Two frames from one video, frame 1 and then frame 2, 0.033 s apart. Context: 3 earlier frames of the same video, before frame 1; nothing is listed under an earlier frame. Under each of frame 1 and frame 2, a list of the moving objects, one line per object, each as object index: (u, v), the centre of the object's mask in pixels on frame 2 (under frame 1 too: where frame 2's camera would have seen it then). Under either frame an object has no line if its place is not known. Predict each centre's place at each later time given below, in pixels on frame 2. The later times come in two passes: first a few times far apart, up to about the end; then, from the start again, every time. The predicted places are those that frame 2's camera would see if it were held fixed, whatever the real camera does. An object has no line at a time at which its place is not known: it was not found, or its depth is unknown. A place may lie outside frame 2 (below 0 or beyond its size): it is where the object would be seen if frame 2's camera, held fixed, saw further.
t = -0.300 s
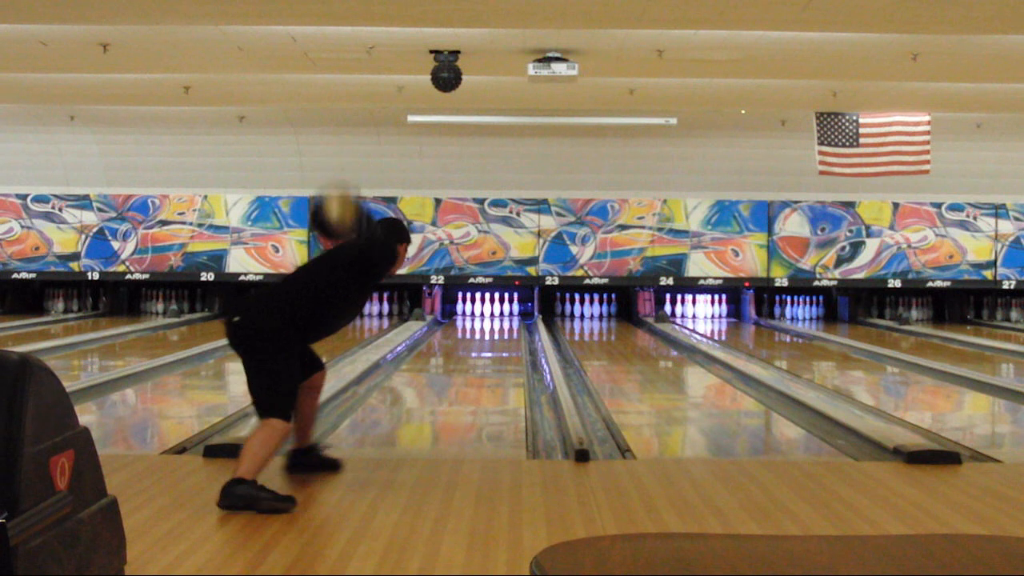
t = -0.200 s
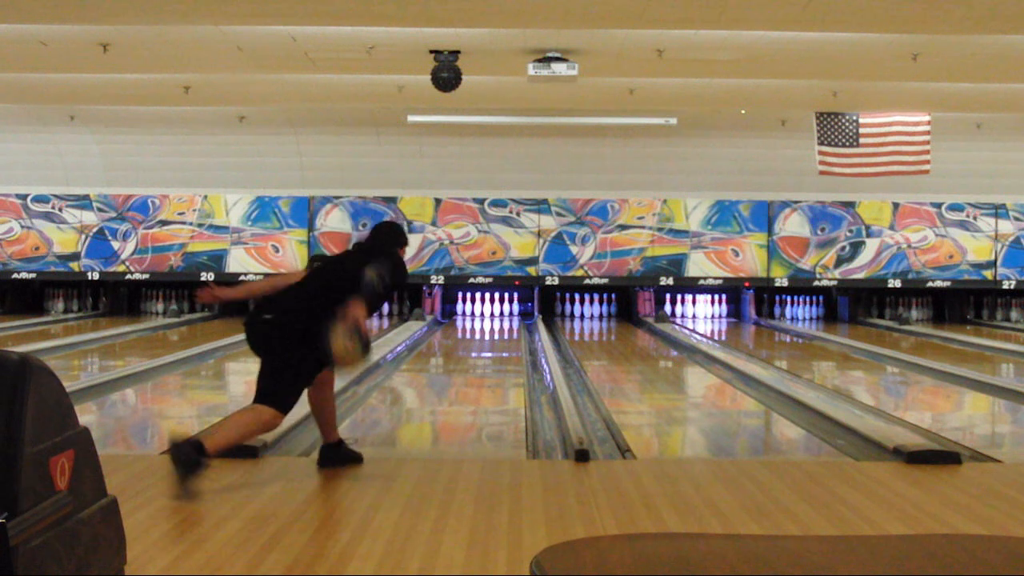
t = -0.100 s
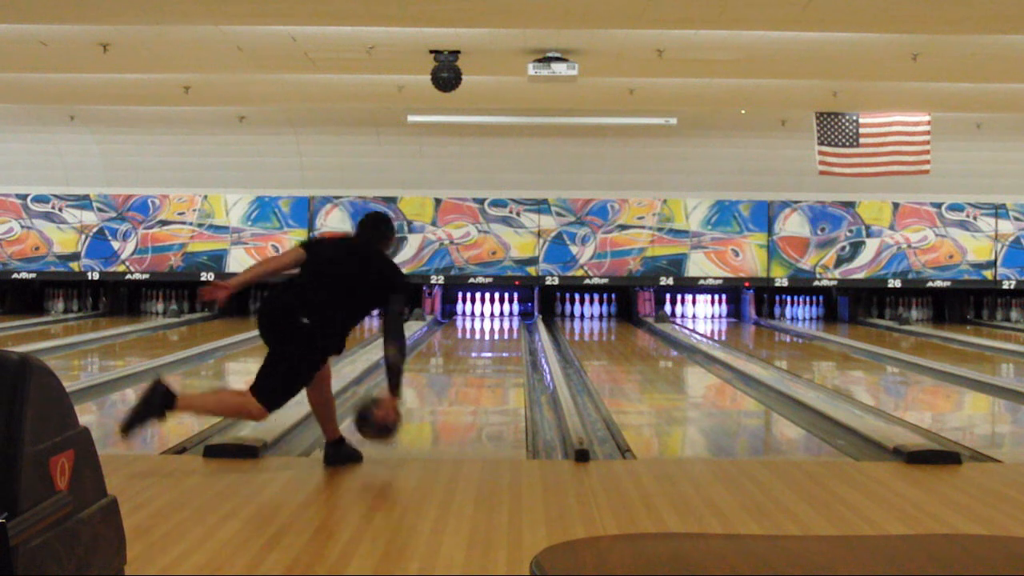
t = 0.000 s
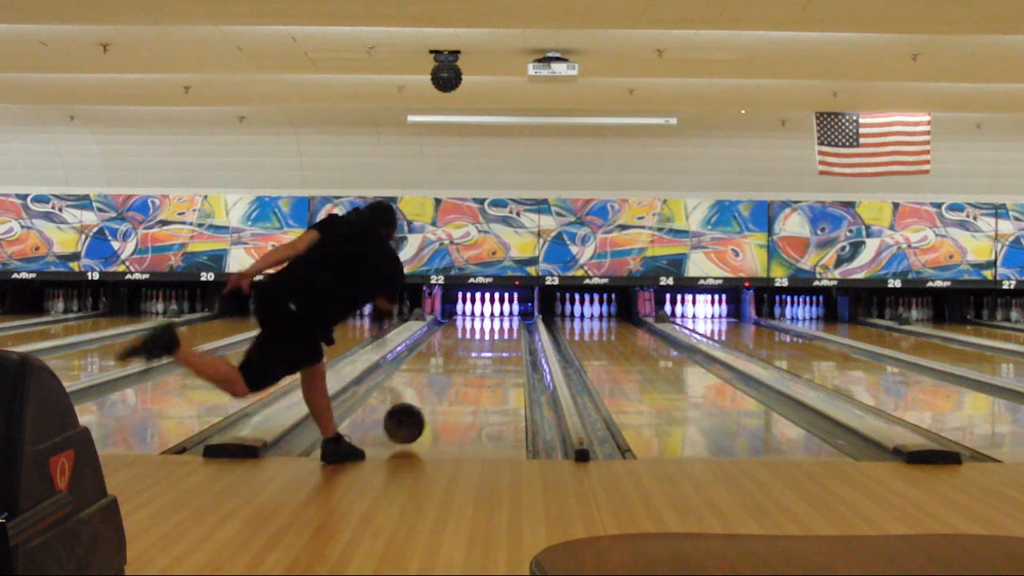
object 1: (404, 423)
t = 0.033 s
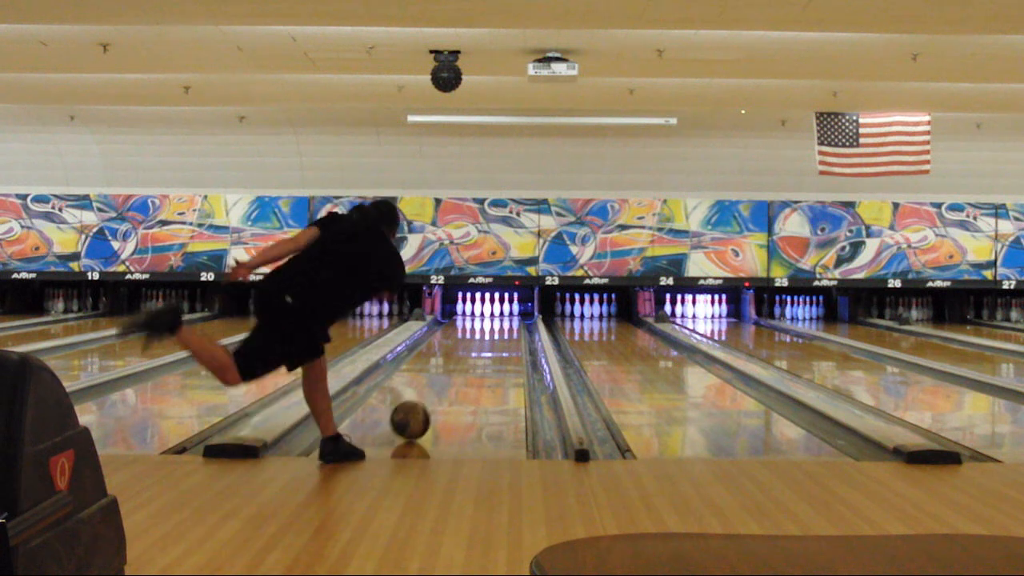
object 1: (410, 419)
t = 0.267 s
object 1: (444, 390)
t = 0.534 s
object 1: (468, 366)
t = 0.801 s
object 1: (484, 350)
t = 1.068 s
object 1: (493, 338)
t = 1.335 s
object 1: (499, 328)
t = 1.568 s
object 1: (500, 322)
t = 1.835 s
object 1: (497, 316)
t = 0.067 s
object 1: (416, 414)
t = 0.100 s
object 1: (422, 410)
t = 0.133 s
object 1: (426, 406)
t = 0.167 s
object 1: (431, 401)
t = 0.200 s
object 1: (436, 397)
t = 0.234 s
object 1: (440, 393)
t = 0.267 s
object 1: (444, 390)
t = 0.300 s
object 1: (448, 386)
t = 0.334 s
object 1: (451, 383)
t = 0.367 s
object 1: (454, 380)
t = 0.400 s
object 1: (457, 376)
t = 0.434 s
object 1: (460, 375)
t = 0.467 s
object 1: (463, 371)
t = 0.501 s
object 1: (466, 368)
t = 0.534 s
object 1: (468, 366)
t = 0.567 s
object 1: (471, 364)
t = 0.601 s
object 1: (472, 362)
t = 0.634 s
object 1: (475, 359)
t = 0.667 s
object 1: (477, 358)
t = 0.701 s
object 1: (479, 355)
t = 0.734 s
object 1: (480, 353)
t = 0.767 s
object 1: (480, 352)
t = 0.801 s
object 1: (484, 350)
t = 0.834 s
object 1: (485, 348)
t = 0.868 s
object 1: (486, 346)
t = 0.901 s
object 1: (488, 345)
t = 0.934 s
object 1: (489, 343)
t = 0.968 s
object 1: (490, 341)
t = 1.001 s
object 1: (491, 340)
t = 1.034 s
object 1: (492, 339)
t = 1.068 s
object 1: (493, 338)
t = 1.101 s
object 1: (493, 336)
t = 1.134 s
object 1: (495, 335)
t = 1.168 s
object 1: (495, 334)
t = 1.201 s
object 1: (496, 332)
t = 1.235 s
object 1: (497, 331)
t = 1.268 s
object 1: (498, 330)
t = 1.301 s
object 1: (498, 329)
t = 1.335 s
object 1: (499, 328)
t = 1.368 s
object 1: (499, 328)
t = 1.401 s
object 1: (499, 326)
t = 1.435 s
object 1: (499, 326)
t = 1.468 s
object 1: (500, 324)
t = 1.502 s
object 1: (500, 323)
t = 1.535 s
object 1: (500, 323)
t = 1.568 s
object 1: (500, 322)
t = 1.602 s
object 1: (499, 321)
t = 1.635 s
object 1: (499, 320)
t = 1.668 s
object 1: (499, 319)
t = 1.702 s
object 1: (499, 319)
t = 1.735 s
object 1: (498, 318)
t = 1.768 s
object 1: (498, 318)
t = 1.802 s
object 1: (497, 317)
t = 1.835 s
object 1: (497, 316)
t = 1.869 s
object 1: (497, 315)
